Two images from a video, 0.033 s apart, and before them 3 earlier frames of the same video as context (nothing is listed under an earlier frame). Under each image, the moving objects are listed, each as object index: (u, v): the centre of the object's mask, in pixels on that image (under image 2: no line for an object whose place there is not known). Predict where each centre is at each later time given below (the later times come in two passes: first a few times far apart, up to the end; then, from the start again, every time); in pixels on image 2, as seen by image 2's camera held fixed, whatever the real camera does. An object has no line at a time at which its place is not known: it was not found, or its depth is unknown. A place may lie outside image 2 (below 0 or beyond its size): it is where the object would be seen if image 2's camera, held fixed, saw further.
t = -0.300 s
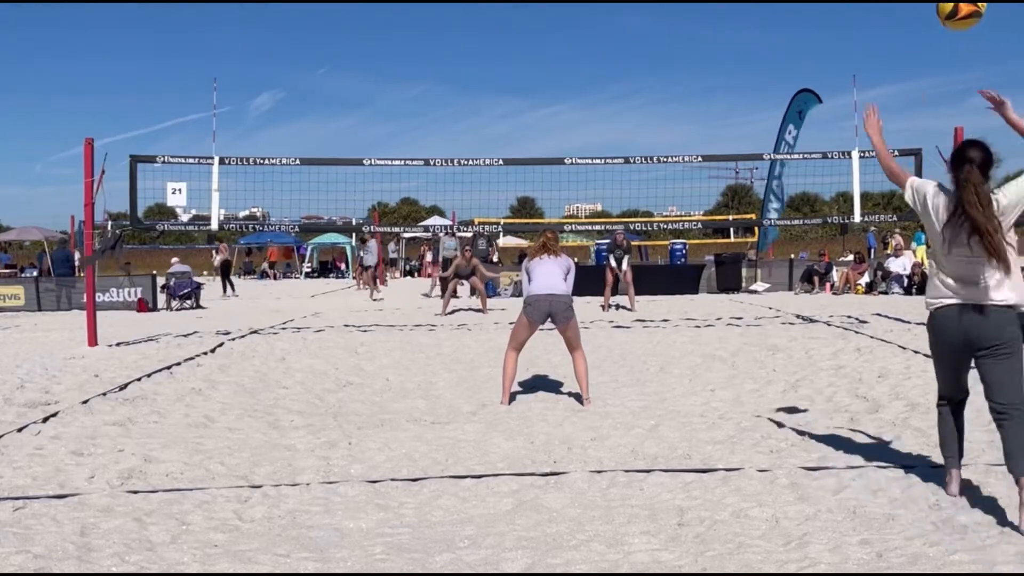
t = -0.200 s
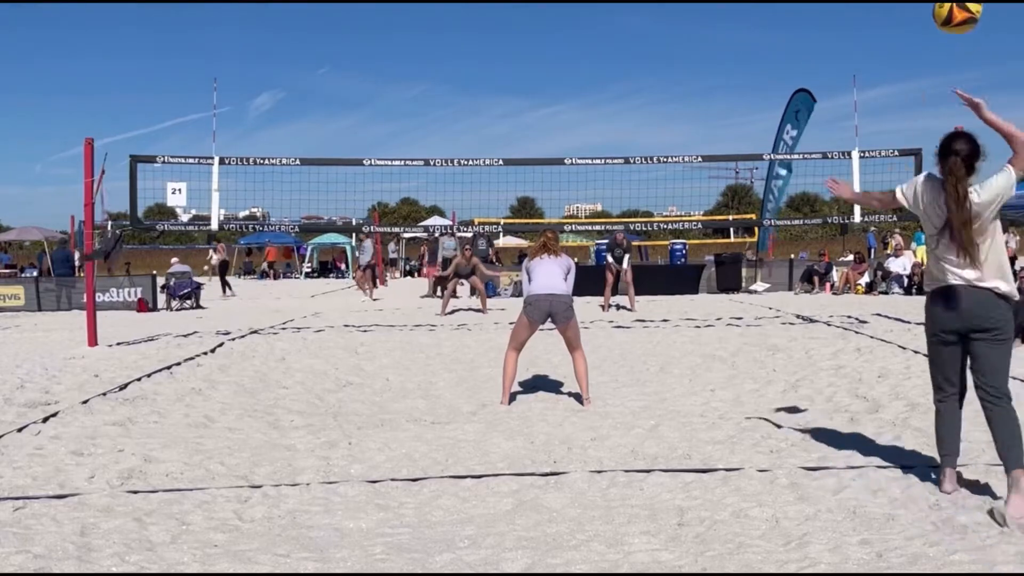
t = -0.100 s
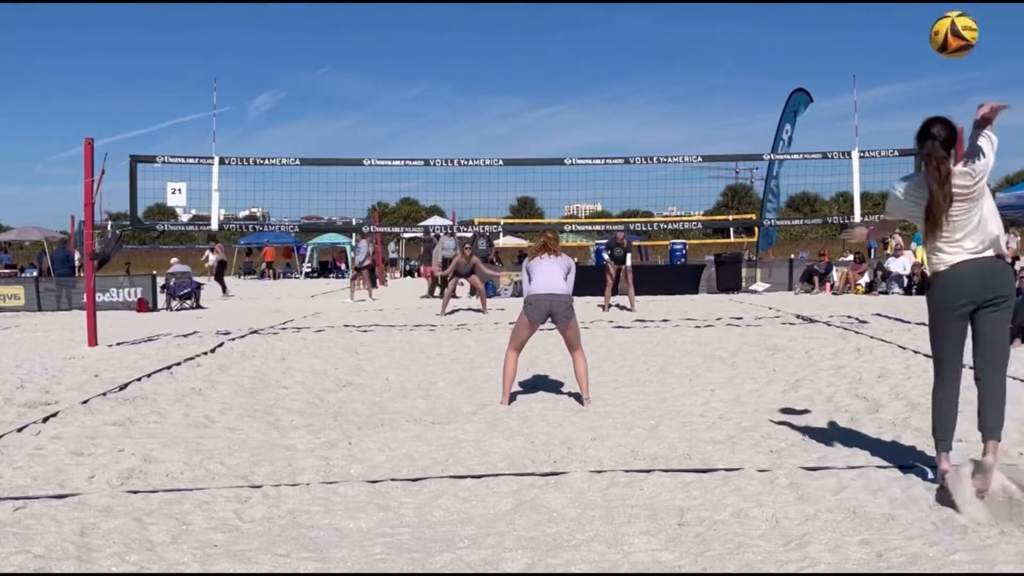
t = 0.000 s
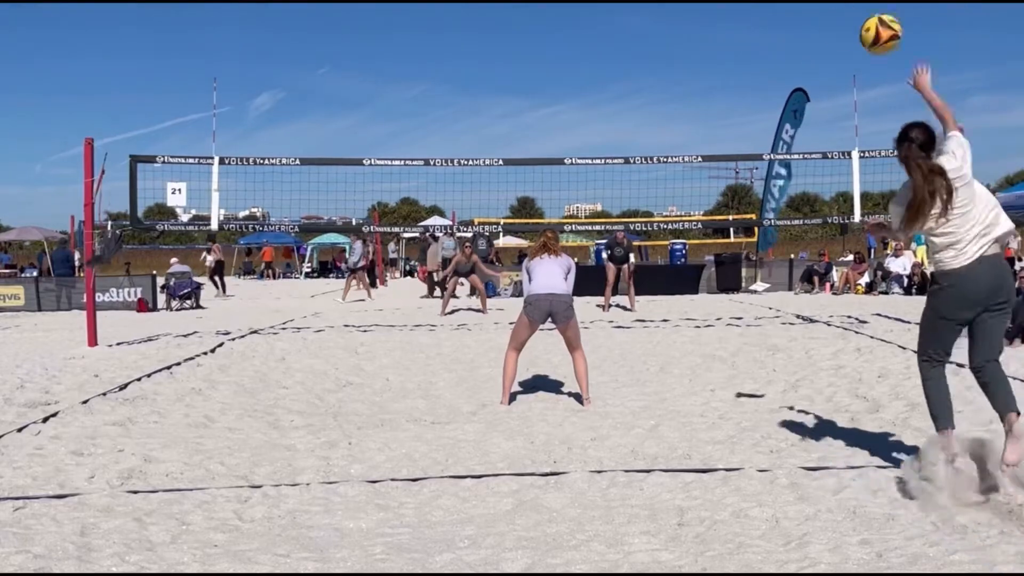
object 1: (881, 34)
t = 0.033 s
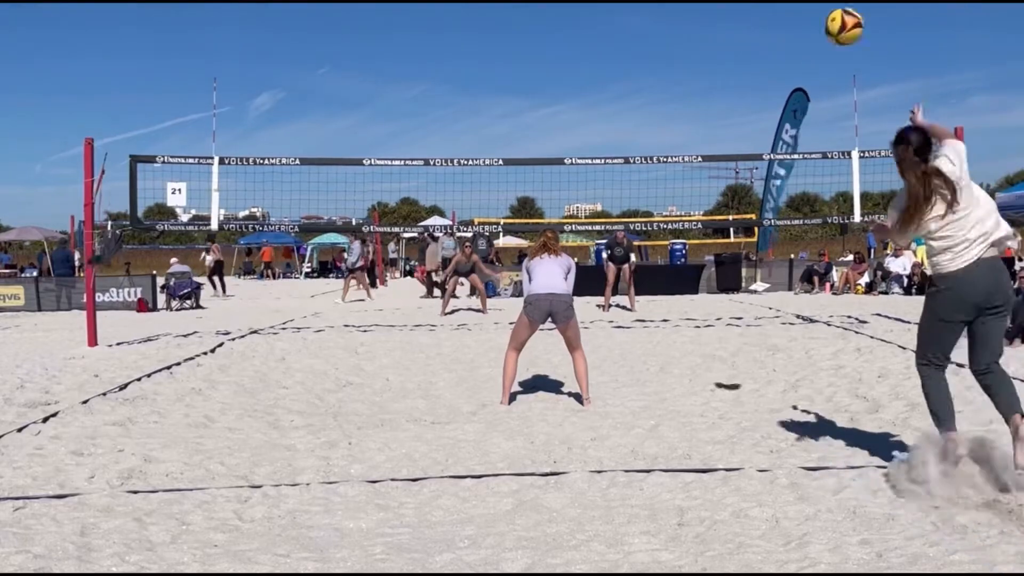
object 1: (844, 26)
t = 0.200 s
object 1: (721, 23)
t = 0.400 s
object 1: (636, 57)
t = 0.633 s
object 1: (571, 123)
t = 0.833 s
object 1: (530, 191)
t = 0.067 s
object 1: (813, 21)
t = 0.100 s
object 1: (785, 19)
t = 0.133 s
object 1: (762, 19)
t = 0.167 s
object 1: (740, 20)
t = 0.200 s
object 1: (721, 23)
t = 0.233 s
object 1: (704, 26)
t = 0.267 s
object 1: (688, 32)
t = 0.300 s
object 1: (673, 37)
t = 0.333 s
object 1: (659, 43)
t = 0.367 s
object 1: (647, 50)
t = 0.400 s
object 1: (636, 57)
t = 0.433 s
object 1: (625, 65)
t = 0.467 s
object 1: (614, 74)
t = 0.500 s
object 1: (604, 83)
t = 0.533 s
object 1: (595, 92)
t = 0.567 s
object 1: (586, 102)
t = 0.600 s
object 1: (578, 112)
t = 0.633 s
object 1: (571, 123)
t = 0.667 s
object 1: (563, 134)
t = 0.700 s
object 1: (556, 144)
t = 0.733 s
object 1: (549, 154)
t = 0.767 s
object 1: (543, 170)
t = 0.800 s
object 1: (536, 179)
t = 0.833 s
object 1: (530, 191)
